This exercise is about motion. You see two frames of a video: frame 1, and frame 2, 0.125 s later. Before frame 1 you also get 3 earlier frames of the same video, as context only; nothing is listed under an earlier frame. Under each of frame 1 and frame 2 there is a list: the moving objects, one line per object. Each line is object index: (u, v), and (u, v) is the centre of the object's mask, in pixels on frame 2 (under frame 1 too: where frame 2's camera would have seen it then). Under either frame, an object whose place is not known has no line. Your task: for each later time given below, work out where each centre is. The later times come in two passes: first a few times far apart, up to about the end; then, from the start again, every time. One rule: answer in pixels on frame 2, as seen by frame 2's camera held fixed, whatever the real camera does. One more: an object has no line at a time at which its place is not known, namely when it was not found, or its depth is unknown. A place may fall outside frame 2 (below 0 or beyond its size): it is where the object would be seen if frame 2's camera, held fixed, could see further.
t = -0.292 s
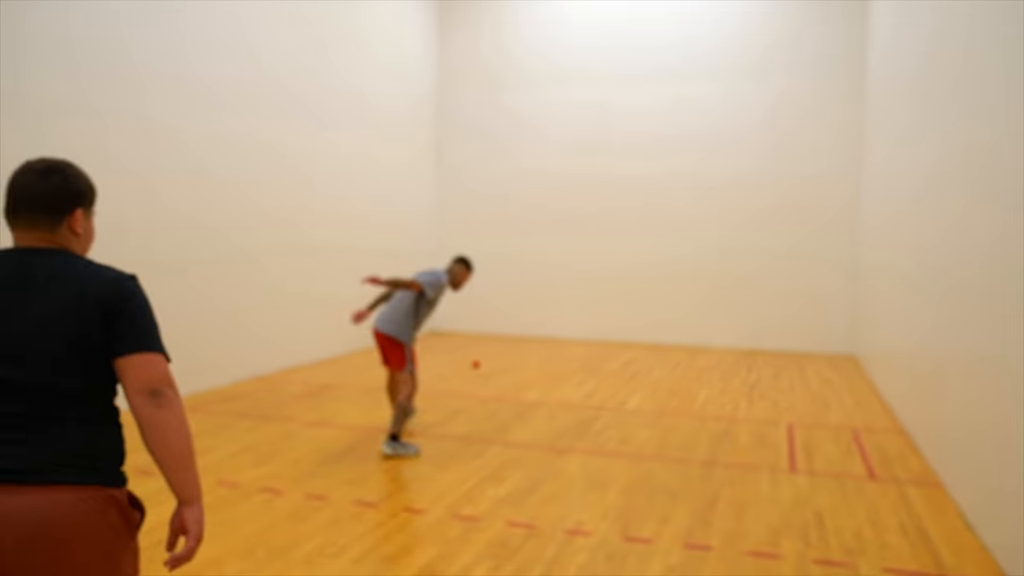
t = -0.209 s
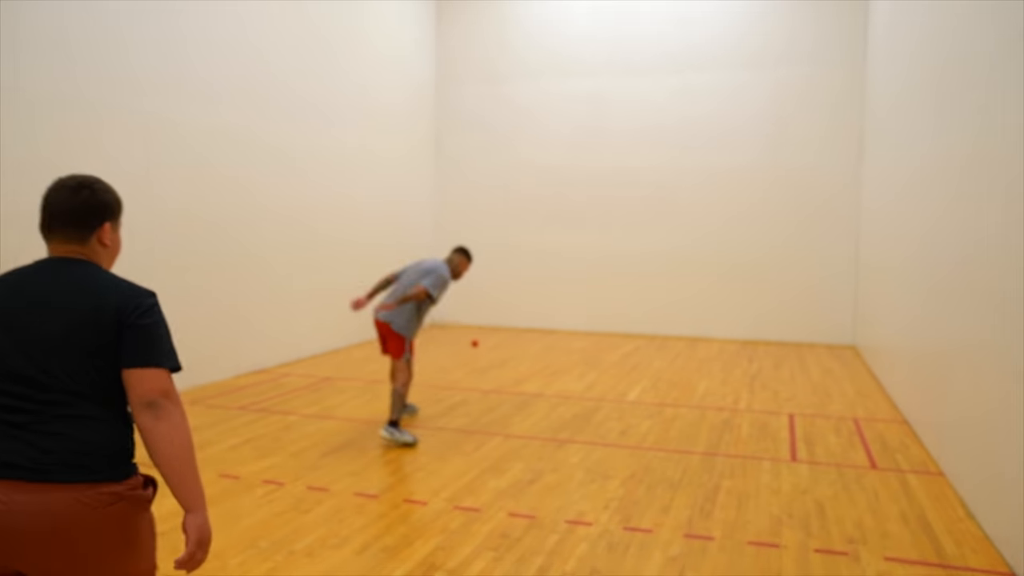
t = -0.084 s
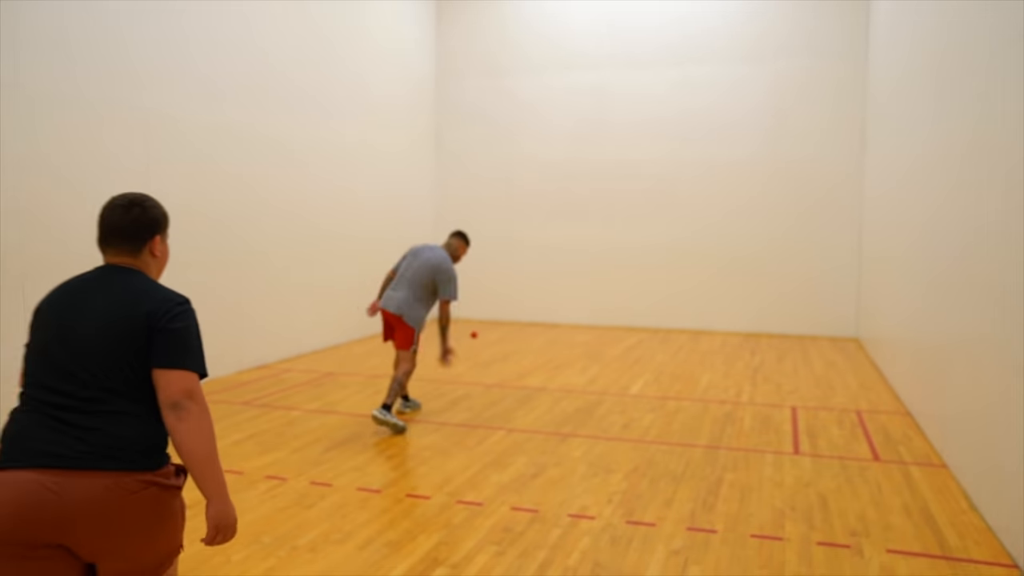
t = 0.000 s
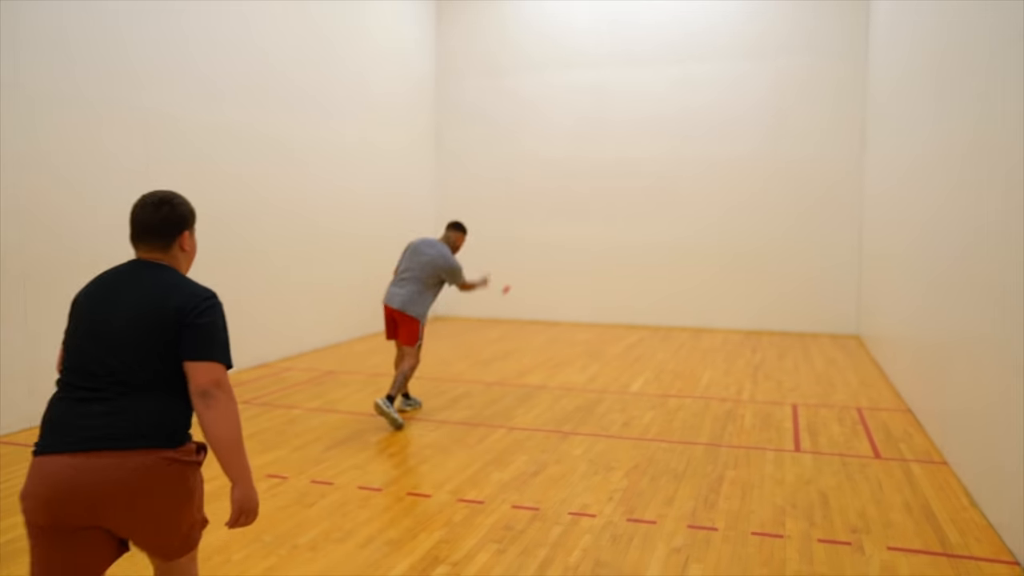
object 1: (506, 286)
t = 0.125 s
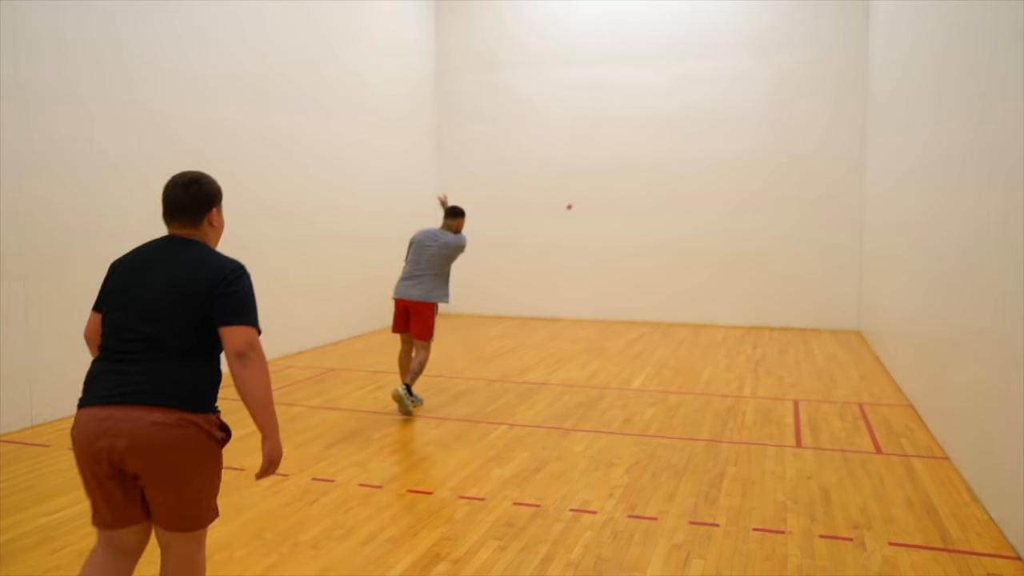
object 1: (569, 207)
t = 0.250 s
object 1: (612, 164)
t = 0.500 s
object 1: (641, 127)
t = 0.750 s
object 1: (622, 121)
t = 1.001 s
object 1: (590, 192)
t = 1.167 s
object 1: (557, 326)
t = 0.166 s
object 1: (585, 189)
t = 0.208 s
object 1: (599, 175)
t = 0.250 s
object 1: (612, 164)
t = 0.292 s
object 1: (623, 155)
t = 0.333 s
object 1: (634, 149)
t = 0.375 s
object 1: (644, 144)
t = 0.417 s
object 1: (646, 138)
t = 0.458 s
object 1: (643, 132)
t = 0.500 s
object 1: (641, 127)
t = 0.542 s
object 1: (638, 123)
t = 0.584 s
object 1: (635, 120)
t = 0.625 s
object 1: (632, 118)
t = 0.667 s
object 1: (629, 118)
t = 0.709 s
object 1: (626, 119)
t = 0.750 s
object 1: (622, 121)
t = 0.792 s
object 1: (618, 126)
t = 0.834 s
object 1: (613, 133)
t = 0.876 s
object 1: (609, 143)
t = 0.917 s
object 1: (603, 156)
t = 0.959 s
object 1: (597, 172)
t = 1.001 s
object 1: (590, 192)
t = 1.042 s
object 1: (583, 216)
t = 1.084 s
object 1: (575, 246)
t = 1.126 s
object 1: (567, 282)
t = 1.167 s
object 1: (557, 326)
